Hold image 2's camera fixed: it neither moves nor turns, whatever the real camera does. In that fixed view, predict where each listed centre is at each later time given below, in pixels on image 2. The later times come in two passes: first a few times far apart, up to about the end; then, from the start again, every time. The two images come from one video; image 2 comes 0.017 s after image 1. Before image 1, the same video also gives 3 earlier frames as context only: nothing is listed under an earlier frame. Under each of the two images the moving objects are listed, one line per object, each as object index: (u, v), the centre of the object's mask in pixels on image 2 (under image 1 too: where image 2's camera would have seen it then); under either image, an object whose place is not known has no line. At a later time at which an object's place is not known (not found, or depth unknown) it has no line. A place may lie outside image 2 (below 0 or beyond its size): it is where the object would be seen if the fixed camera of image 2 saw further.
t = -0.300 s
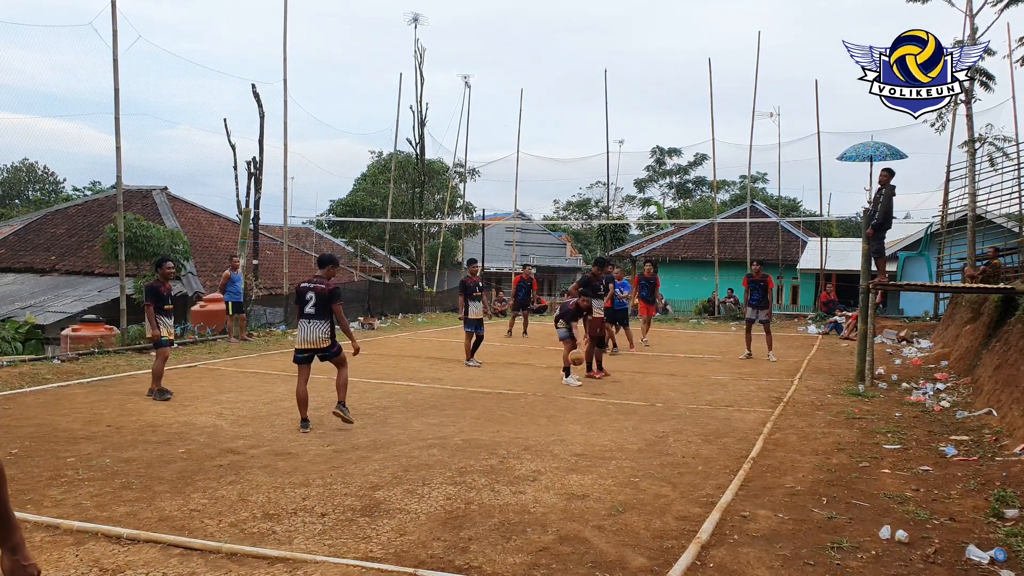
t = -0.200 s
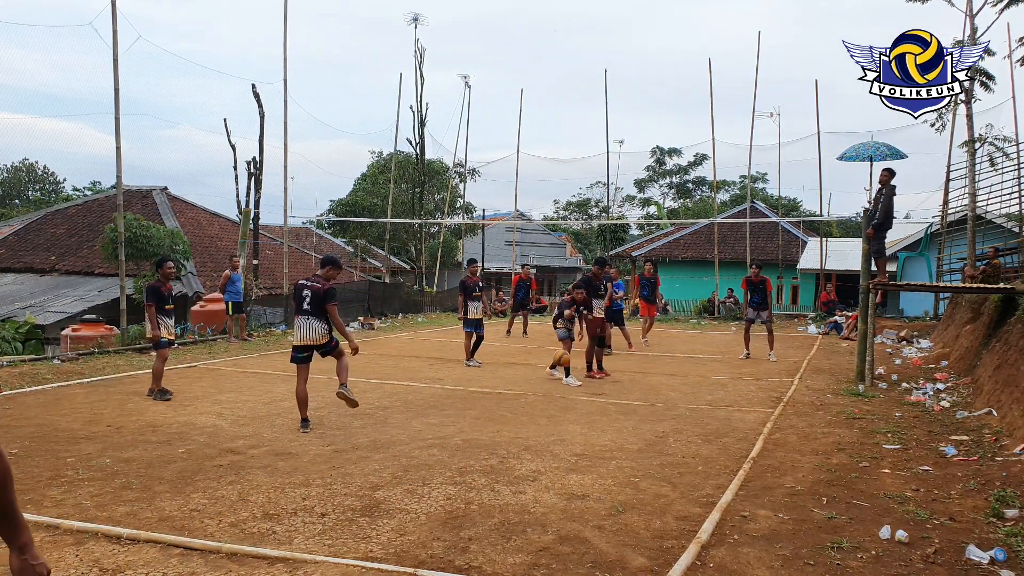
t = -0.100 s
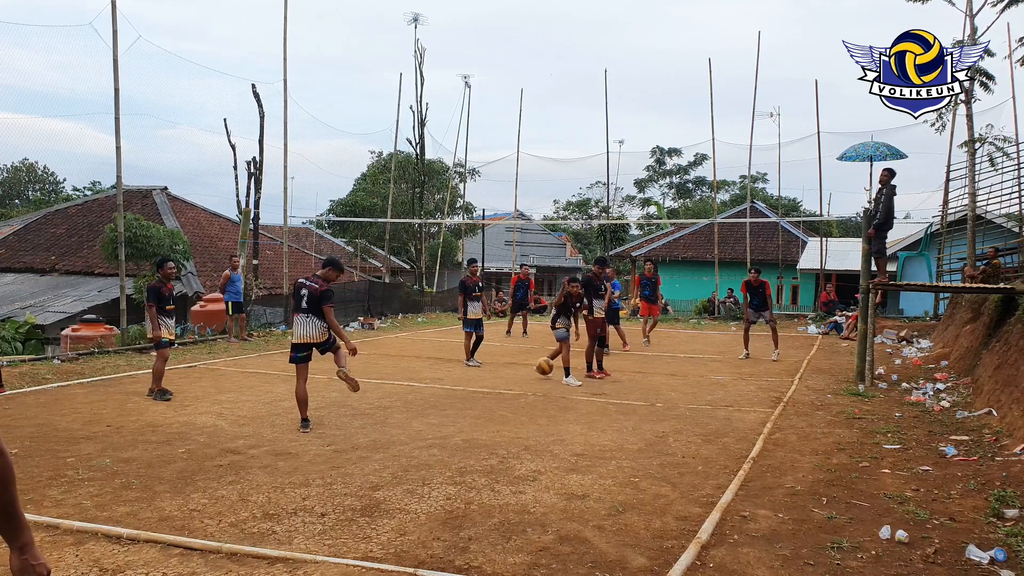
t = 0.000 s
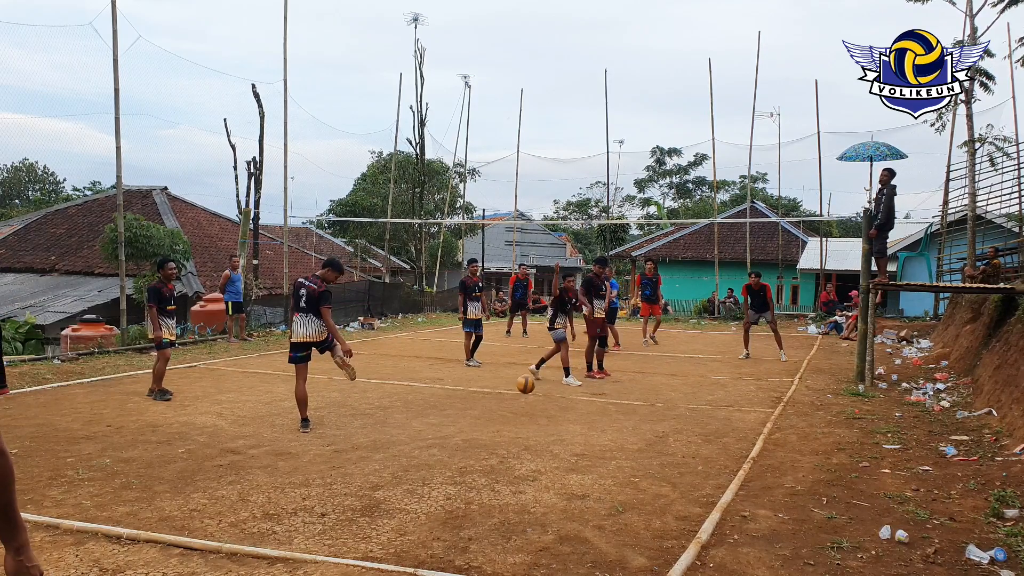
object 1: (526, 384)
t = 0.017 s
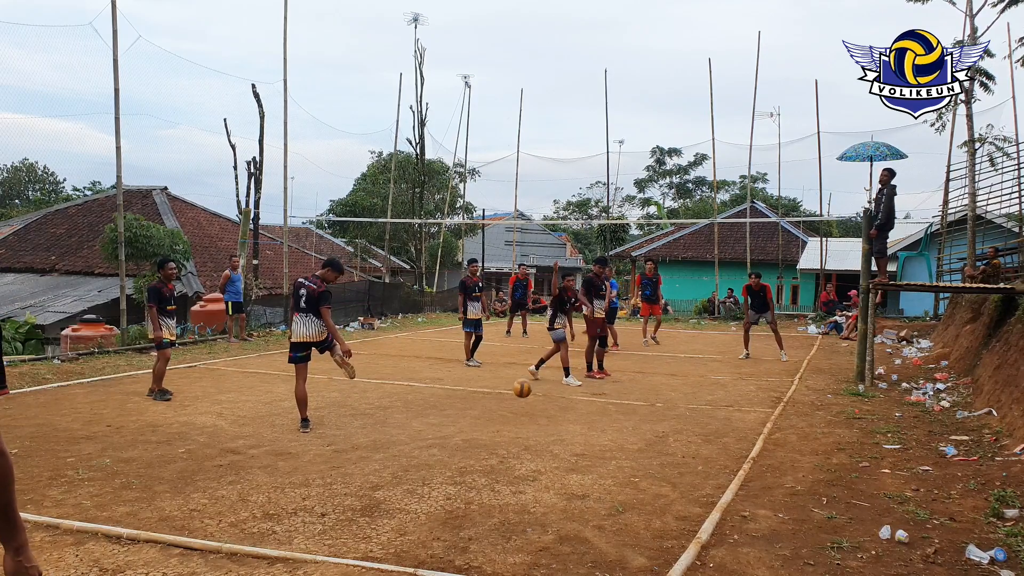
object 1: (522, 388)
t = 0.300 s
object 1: (472, 396)
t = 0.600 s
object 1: (412, 438)
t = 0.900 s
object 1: (328, 447)
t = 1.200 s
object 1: (212, 493)
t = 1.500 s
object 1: (42, 547)
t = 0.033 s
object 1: (519, 393)
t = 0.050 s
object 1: (515, 397)
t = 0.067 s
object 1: (512, 402)
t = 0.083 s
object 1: (508, 407)
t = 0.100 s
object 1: (504, 414)
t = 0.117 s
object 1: (501, 417)
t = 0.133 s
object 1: (499, 414)
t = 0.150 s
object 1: (496, 411)
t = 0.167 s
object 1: (494, 409)
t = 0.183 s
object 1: (491, 406)
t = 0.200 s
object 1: (489, 404)
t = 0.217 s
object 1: (486, 402)
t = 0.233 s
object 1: (484, 400)
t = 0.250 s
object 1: (481, 399)
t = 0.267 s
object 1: (478, 398)
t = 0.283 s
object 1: (475, 397)
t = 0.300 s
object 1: (472, 396)
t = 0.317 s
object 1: (469, 396)
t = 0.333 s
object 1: (466, 396)
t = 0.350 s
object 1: (463, 396)
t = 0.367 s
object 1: (461, 396)
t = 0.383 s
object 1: (457, 398)
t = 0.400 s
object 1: (454, 399)
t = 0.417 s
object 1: (451, 400)
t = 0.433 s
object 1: (448, 401)
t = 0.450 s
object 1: (445, 404)
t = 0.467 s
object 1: (441, 406)
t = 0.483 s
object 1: (437, 409)
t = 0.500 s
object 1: (434, 412)
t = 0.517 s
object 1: (431, 415)
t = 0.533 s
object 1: (427, 419)
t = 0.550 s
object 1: (423, 424)
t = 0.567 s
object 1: (420, 428)
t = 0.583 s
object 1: (416, 433)
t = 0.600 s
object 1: (412, 438)
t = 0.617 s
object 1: (408, 445)
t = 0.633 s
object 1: (404, 450)
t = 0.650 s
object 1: (400, 448)
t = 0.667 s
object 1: (396, 446)
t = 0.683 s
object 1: (392, 444)
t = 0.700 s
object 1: (388, 442)
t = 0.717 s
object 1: (383, 440)
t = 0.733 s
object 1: (379, 439)
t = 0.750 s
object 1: (374, 438)
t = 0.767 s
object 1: (369, 438)
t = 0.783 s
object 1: (364, 438)
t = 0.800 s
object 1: (359, 438)
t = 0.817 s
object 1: (354, 439)
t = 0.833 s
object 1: (350, 440)
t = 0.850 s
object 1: (344, 441)
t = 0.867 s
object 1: (339, 443)
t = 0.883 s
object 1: (334, 445)
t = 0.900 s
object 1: (328, 447)
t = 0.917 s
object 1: (323, 450)
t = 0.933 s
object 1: (317, 454)
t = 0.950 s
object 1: (312, 458)
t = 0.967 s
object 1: (306, 462)
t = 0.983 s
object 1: (299, 467)
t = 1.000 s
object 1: (293, 472)
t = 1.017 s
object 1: (287, 477)
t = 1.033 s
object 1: (281, 484)
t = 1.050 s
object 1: (275, 491)
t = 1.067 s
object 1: (268, 495)
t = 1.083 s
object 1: (262, 492)
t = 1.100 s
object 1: (255, 491)
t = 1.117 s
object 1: (248, 490)
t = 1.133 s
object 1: (241, 490)
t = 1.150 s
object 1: (234, 490)
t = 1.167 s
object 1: (226, 491)
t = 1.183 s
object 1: (219, 492)
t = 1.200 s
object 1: (212, 493)
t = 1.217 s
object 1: (204, 495)
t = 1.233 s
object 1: (196, 497)
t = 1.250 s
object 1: (188, 501)
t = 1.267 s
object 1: (180, 504)
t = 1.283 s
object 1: (171, 508)
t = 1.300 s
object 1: (162, 512)
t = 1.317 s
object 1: (153, 518)
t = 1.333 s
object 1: (144, 523)
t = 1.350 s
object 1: (135, 530)
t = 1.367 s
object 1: (125, 537)
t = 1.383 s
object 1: (116, 545)
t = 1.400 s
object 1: (106, 544)
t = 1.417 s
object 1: (96, 543)
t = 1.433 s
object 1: (86, 543)
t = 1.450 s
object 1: (75, 543)
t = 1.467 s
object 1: (64, 544)
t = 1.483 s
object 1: (53, 545)
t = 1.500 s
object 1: (42, 547)
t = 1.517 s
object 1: (30, 550)
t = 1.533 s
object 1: (21, 553)
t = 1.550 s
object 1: (15, 555)
